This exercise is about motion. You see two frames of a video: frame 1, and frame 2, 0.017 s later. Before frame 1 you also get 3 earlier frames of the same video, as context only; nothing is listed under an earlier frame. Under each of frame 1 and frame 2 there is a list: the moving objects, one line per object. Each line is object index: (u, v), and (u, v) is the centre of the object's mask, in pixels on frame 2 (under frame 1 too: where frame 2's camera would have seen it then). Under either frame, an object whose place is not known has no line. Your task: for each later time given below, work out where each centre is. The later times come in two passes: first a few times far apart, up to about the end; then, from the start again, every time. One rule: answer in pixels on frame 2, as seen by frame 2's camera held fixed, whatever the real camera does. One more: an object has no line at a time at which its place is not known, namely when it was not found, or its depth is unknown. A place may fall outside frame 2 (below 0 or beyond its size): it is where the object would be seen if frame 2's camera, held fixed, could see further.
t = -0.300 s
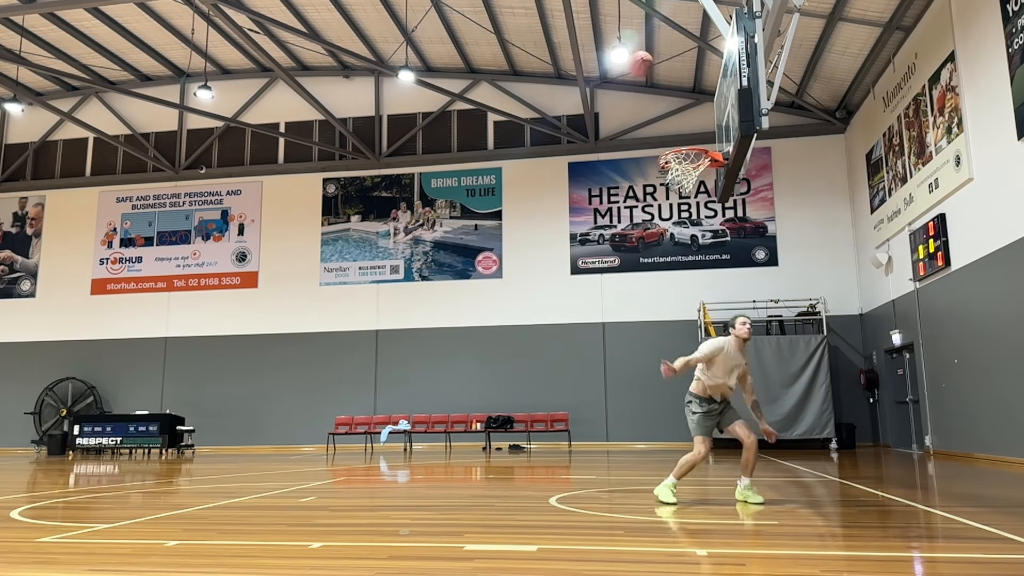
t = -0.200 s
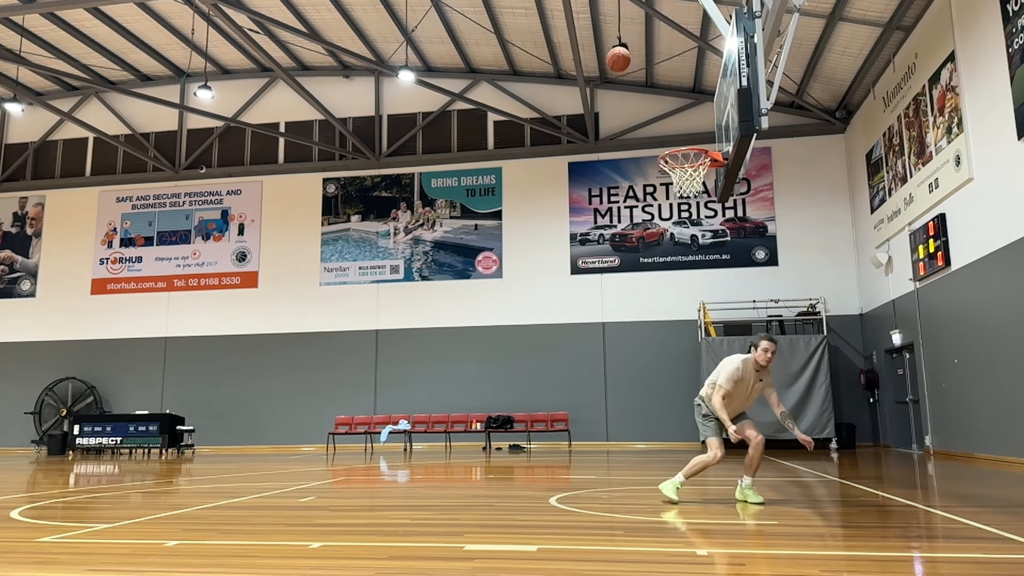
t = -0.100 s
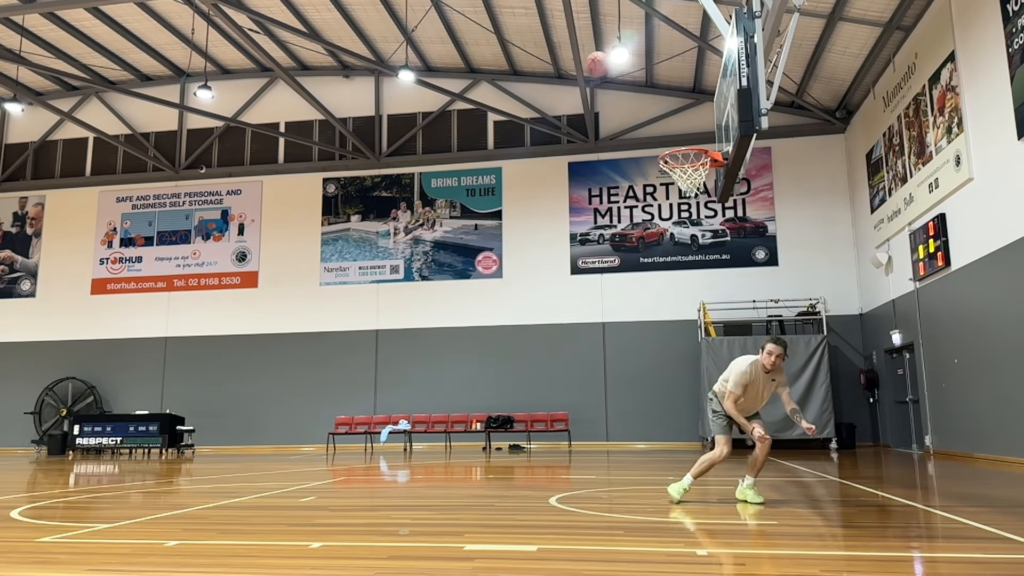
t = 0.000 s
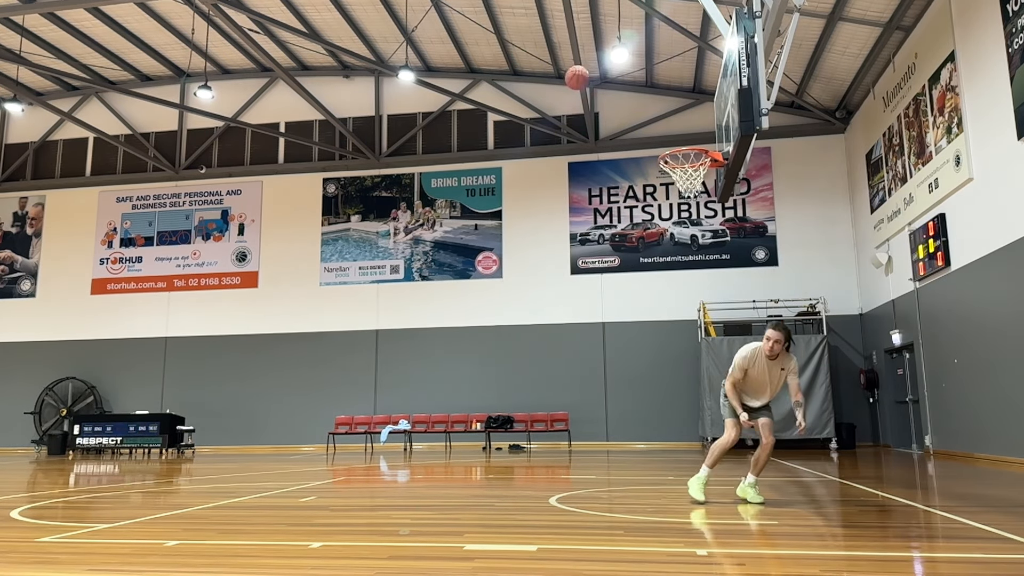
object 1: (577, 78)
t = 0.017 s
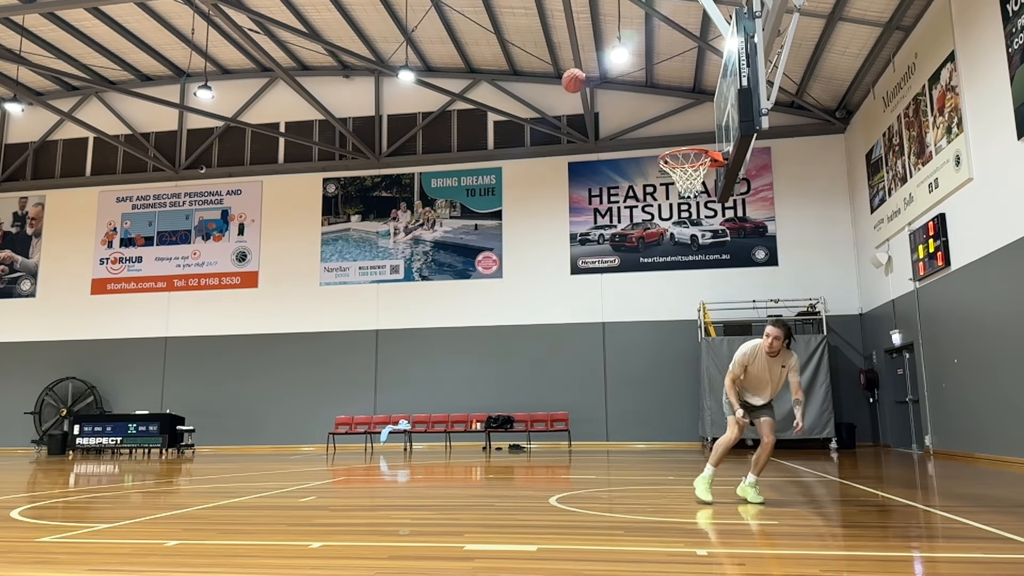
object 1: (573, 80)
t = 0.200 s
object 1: (538, 130)
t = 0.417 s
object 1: (498, 221)
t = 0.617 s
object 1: (461, 339)
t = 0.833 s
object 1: (427, 460)
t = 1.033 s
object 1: (440, 365)
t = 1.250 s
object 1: (452, 310)
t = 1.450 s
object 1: (463, 298)
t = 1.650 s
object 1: (474, 319)
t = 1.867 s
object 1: (485, 379)
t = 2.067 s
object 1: (495, 472)
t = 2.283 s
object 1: (501, 404)
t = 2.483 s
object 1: (507, 378)
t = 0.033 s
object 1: (570, 84)
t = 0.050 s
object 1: (567, 87)
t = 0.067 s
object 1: (564, 91)
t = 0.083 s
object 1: (560, 95)
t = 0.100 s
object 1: (557, 99)
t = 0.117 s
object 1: (554, 104)
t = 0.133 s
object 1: (551, 108)
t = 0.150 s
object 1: (548, 113)
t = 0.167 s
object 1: (544, 119)
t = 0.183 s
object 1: (541, 124)
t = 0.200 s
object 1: (538, 130)
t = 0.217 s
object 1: (535, 135)
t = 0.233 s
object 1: (532, 141)
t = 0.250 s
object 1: (529, 147)
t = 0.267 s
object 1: (526, 154)
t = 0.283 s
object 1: (523, 160)
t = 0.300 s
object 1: (520, 167)
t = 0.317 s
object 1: (517, 174)
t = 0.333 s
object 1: (514, 182)
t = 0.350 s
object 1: (511, 189)
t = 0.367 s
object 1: (507, 197)
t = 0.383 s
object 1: (505, 205)
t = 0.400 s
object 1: (502, 213)
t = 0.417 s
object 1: (498, 221)
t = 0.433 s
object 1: (495, 230)
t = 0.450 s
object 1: (492, 238)
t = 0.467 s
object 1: (489, 247)
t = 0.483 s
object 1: (486, 258)
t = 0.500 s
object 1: (483, 266)
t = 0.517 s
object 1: (480, 276)
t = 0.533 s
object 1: (477, 286)
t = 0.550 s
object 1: (474, 296)
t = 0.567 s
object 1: (471, 307)
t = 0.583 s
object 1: (467, 318)
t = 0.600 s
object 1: (464, 329)
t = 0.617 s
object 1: (461, 339)
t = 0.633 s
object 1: (458, 351)
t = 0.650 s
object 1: (455, 362)
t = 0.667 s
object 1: (451, 374)
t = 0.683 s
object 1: (448, 386)
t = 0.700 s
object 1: (445, 399)
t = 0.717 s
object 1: (441, 412)
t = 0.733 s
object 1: (438, 424)
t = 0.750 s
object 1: (434, 438)
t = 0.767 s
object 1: (432, 451)
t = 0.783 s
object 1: (428, 465)
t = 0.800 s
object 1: (425, 478)
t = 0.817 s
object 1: (426, 469)
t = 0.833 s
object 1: (427, 460)
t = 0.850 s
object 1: (429, 449)
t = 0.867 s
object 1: (430, 440)
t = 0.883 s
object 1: (431, 431)
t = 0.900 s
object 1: (431, 423)
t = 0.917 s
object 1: (433, 414)
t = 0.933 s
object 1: (434, 406)
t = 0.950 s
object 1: (435, 399)
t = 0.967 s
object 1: (436, 392)
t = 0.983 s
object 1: (437, 384)
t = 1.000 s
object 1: (438, 378)
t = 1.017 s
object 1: (439, 371)
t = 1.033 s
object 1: (440, 365)
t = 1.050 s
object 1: (441, 359)
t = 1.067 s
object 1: (442, 354)
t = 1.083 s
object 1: (443, 348)
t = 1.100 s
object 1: (444, 343)
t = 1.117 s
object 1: (445, 339)
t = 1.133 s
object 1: (446, 335)
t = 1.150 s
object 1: (447, 330)
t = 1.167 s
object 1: (448, 326)
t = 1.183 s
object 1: (449, 322)
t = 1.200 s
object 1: (450, 319)
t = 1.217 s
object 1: (451, 316)
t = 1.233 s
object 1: (451, 313)
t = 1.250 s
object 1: (452, 310)
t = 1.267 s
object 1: (453, 308)
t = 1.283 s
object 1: (454, 306)
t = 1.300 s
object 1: (455, 304)
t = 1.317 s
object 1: (456, 302)
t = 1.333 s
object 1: (457, 301)
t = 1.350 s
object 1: (458, 300)
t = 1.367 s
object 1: (459, 299)
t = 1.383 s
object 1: (460, 298)
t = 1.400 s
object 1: (461, 298)
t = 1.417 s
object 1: (461, 297)
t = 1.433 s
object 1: (462, 297)
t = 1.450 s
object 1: (463, 298)
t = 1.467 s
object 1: (464, 298)
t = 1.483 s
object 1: (465, 299)
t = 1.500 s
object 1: (466, 300)
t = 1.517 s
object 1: (467, 301)
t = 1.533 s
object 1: (468, 302)
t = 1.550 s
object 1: (469, 304)
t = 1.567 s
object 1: (470, 306)
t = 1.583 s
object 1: (470, 308)
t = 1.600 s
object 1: (471, 310)
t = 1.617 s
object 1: (472, 313)
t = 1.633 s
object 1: (473, 316)
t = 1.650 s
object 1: (474, 319)
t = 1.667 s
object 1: (475, 322)
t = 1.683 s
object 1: (475, 326)
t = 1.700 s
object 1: (476, 329)
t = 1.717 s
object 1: (477, 333)
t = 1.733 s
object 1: (478, 337)
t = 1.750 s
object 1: (479, 341)
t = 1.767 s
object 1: (480, 346)
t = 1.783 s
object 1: (481, 351)
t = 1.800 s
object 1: (482, 356)
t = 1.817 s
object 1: (482, 362)
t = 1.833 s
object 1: (483, 367)
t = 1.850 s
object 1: (484, 373)
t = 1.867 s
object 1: (485, 379)
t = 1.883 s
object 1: (486, 385)
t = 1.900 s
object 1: (487, 392)
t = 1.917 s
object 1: (488, 399)
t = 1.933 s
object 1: (488, 406)
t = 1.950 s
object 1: (489, 414)
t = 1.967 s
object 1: (490, 421)
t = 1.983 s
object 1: (491, 429)
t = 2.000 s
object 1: (492, 437)
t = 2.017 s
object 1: (492, 446)
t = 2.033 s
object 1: (493, 455)
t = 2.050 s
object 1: (494, 464)
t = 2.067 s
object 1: (495, 472)
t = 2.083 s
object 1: (496, 467)
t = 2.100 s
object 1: (496, 461)
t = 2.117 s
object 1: (497, 454)
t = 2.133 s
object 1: (497, 448)
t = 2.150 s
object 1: (497, 442)
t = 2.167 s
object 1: (497, 437)
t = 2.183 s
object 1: (498, 431)
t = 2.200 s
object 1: (499, 426)
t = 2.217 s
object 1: (500, 421)
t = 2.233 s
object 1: (500, 417)
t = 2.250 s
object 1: (500, 413)
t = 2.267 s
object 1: (501, 408)
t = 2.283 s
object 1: (501, 404)
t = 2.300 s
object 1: (502, 401)
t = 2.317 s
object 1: (502, 398)
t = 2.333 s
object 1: (503, 395)
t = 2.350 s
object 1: (503, 392)
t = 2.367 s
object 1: (504, 389)
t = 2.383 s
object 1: (504, 386)
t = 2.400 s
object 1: (505, 384)
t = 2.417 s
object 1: (505, 383)
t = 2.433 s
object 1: (505, 381)
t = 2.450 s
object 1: (506, 380)
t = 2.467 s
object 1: (506, 379)
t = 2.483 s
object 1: (507, 378)
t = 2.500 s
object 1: (507, 377)
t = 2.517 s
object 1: (508, 377)
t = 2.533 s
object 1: (508, 377)
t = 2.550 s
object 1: (509, 377)
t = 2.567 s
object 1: (509, 377)
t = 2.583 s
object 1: (510, 378)
